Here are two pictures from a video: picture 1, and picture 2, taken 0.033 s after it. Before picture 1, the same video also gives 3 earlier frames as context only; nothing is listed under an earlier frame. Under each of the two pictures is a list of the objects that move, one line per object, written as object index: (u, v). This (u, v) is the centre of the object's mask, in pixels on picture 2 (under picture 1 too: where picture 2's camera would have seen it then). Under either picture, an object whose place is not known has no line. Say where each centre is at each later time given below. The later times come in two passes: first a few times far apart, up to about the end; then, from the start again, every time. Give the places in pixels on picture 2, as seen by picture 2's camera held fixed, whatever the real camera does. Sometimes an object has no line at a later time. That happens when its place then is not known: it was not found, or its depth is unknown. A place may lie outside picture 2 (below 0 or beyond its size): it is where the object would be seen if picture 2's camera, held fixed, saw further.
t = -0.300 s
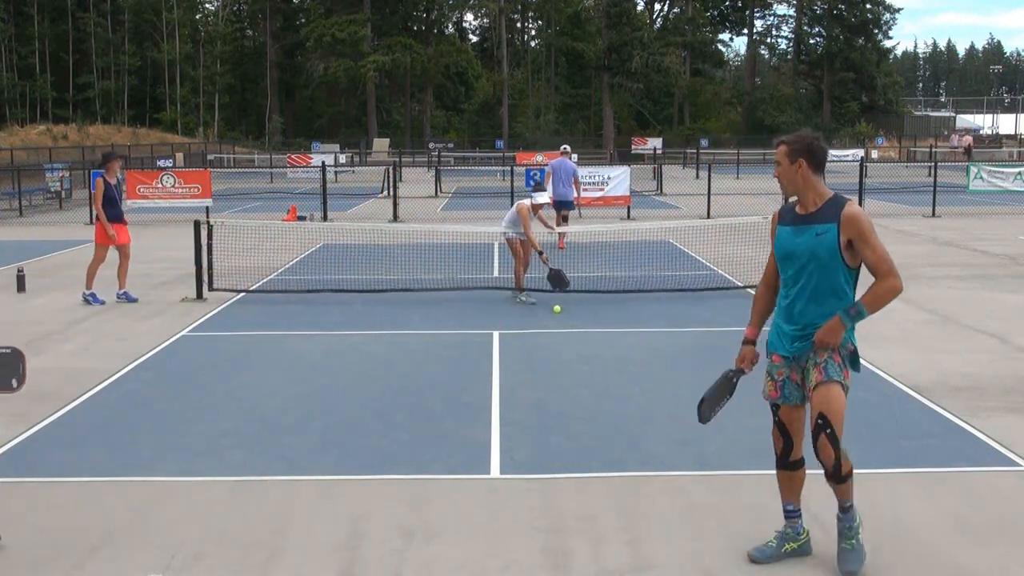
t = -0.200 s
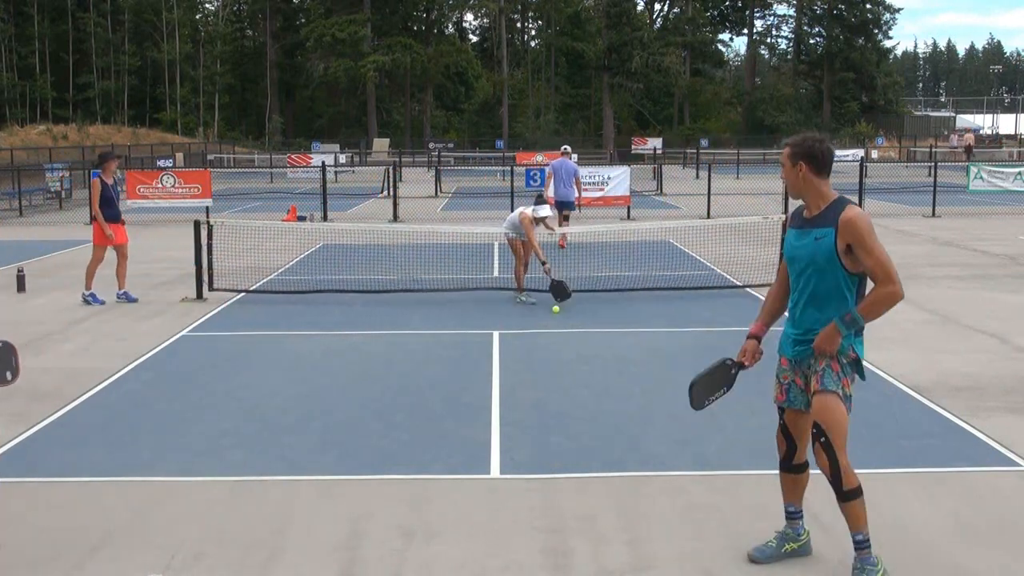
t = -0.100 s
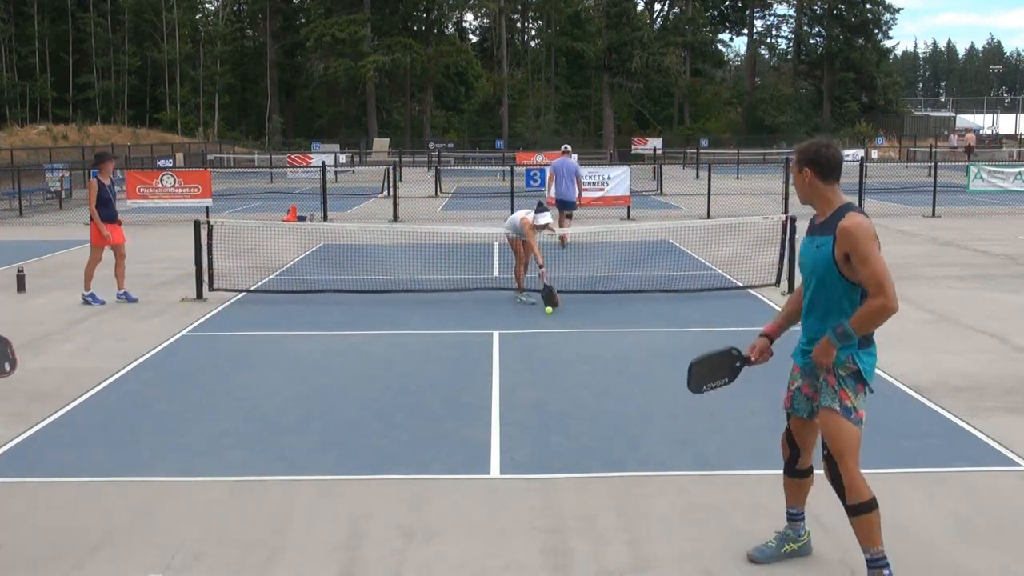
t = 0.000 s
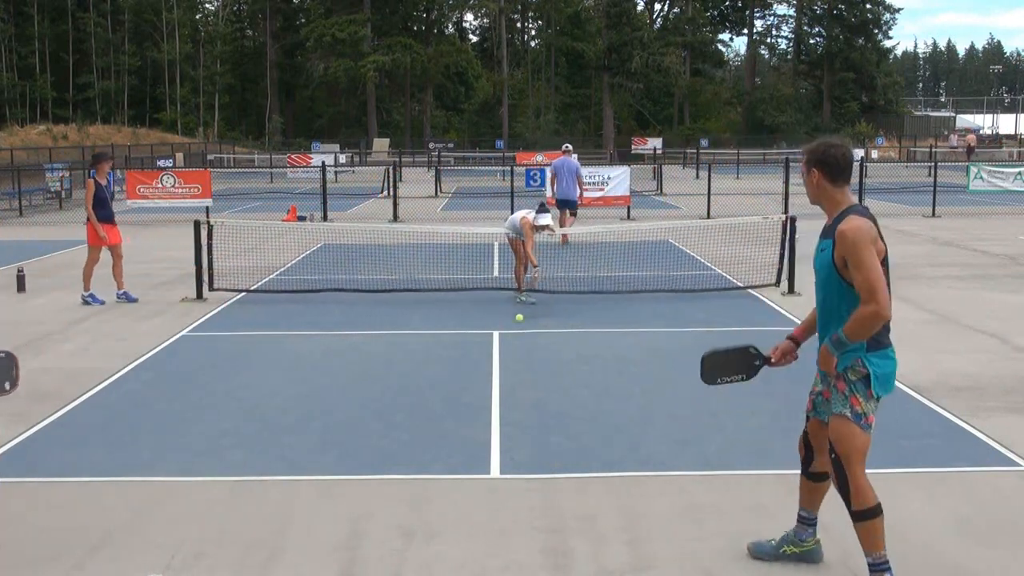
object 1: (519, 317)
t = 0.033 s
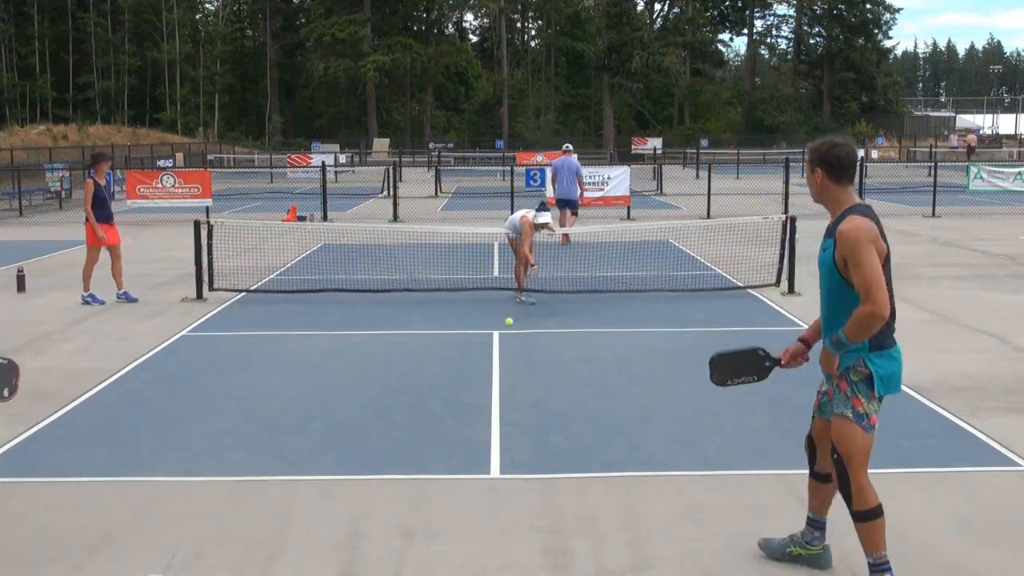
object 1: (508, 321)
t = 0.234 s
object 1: (452, 336)
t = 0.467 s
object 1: (395, 350)
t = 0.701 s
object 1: (341, 366)
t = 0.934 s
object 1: (280, 383)
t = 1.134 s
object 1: (223, 397)
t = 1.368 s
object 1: (149, 415)
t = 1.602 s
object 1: (69, 436)
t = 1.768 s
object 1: (7, 451)
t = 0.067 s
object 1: (499, 323)
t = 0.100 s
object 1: (490, 325)
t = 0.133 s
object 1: (480, 328)
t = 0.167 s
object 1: (470, 332)
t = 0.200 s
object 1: (462, 334)
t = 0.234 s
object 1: (452, 336)
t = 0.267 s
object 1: (443, 339)
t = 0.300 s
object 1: (435, 340)
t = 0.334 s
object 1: (427, 342)
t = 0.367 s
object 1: (417, 345)
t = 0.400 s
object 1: (410, 347)
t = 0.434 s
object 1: (403, 348)
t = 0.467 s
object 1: (395, 350)
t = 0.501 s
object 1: (388, 354)
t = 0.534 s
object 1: (380, 355)
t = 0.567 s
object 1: (372, 356)
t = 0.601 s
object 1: (365, 359)
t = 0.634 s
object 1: (357, 362)
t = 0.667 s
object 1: (349, 363)
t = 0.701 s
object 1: (341, 366)
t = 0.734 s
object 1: (333, 369)
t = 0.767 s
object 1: (324, 371)
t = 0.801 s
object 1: (316, 373)
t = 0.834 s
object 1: (307, 375)
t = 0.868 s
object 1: (298, 378)
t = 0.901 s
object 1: (289, 380)
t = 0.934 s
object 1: (280, 383)
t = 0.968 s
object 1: (271, 384)
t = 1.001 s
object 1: (261, 387)
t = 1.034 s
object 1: (252, 390)
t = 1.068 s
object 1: (242, 392)
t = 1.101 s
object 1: (233, 395)
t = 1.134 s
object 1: (223, 397)
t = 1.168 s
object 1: (212, 400)
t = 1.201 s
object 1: (202, 402)
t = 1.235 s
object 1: (191, 404)
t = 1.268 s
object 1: (181, 407)
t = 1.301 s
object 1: (171, 410)
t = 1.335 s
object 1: (160, 413)
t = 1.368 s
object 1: (149, 415)
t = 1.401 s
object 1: (139, 418)
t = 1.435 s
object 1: (128, 421)
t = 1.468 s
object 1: (116, 424)
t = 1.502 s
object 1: (105, 427)
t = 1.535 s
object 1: (93, 430)
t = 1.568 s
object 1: (81, 433)
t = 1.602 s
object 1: (69, 436)
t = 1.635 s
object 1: (57, 439)
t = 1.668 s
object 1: (45, 441)
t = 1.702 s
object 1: (33, 444)
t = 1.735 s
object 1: (20, 448)
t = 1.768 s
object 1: (7, 451)
